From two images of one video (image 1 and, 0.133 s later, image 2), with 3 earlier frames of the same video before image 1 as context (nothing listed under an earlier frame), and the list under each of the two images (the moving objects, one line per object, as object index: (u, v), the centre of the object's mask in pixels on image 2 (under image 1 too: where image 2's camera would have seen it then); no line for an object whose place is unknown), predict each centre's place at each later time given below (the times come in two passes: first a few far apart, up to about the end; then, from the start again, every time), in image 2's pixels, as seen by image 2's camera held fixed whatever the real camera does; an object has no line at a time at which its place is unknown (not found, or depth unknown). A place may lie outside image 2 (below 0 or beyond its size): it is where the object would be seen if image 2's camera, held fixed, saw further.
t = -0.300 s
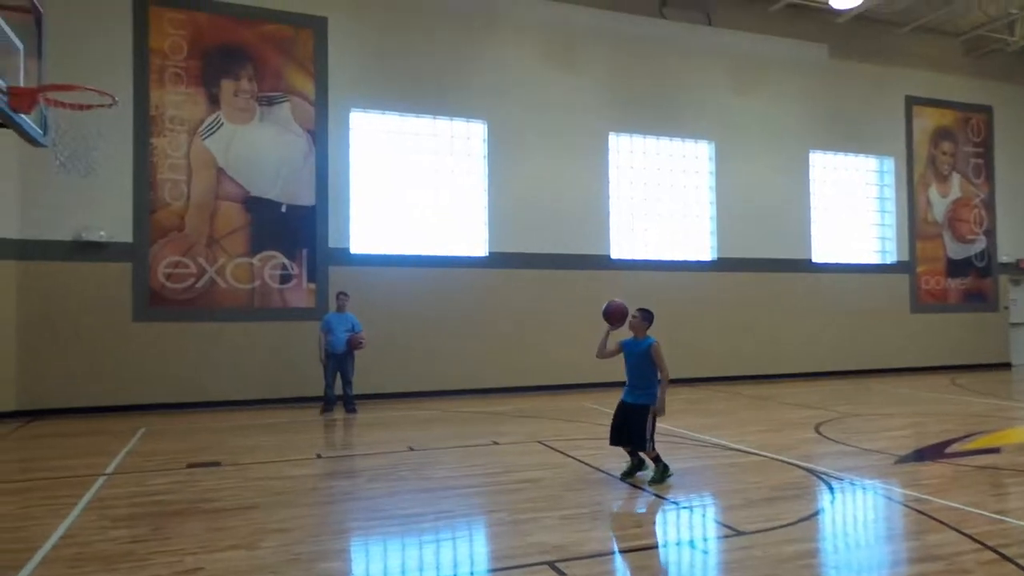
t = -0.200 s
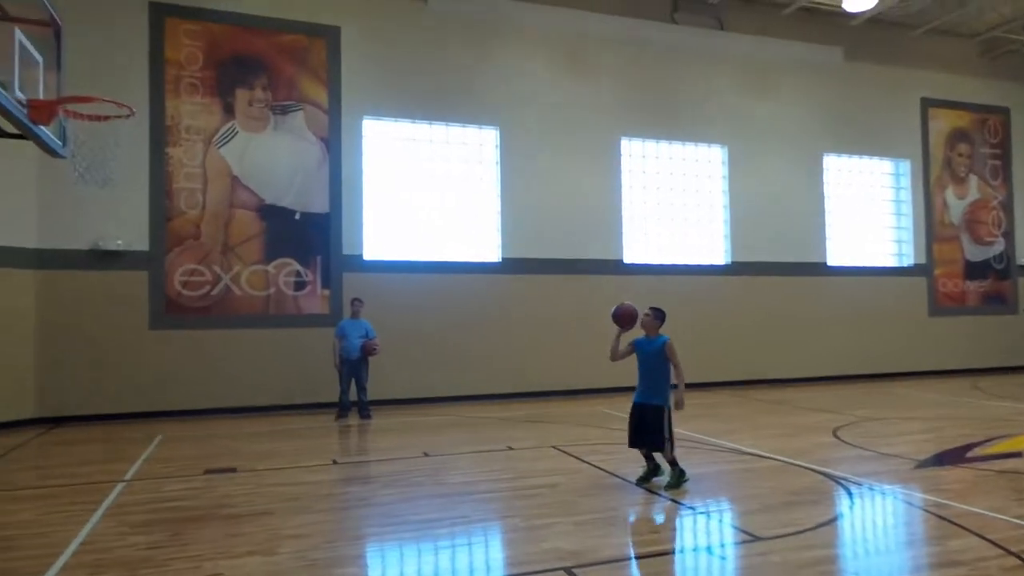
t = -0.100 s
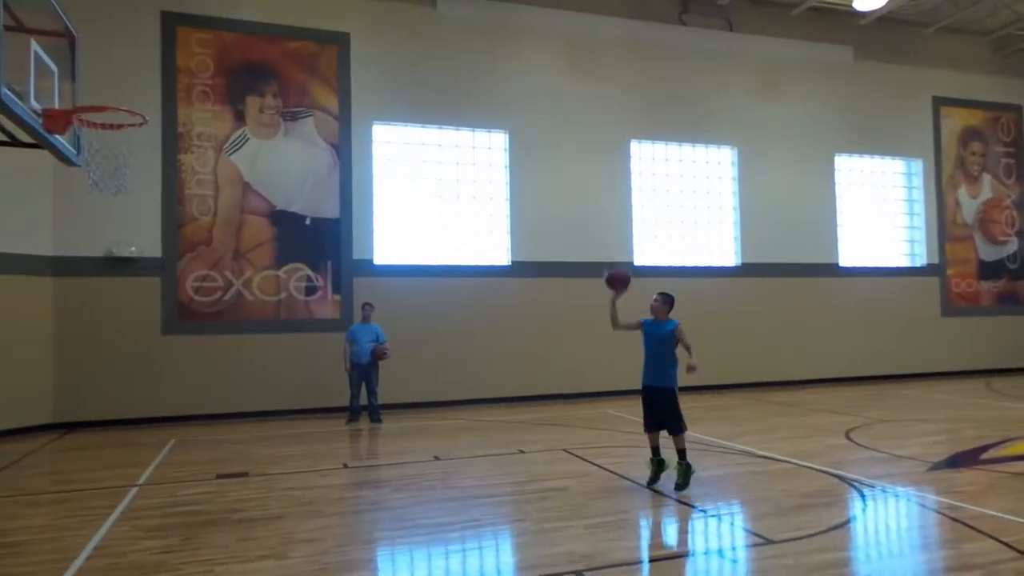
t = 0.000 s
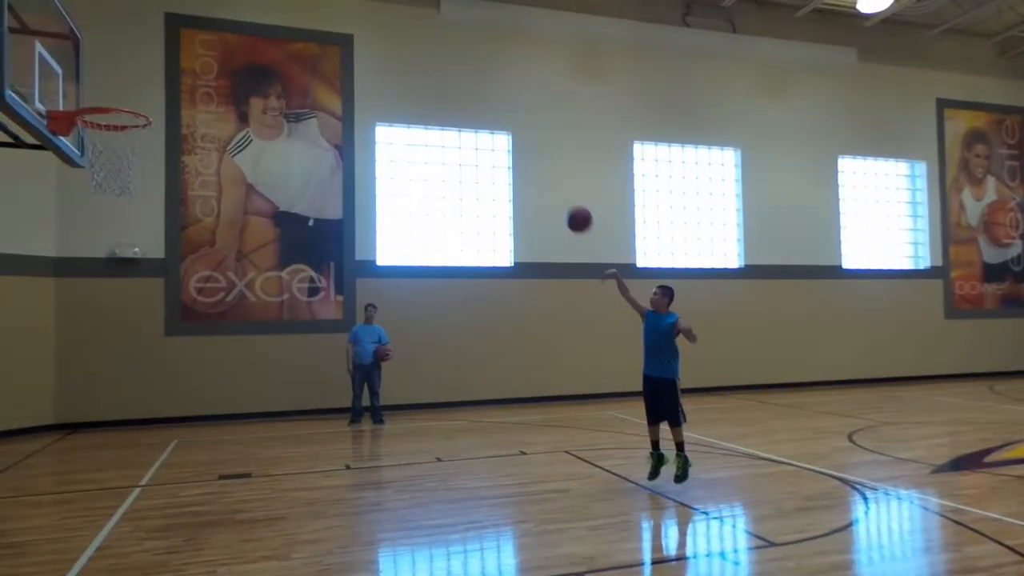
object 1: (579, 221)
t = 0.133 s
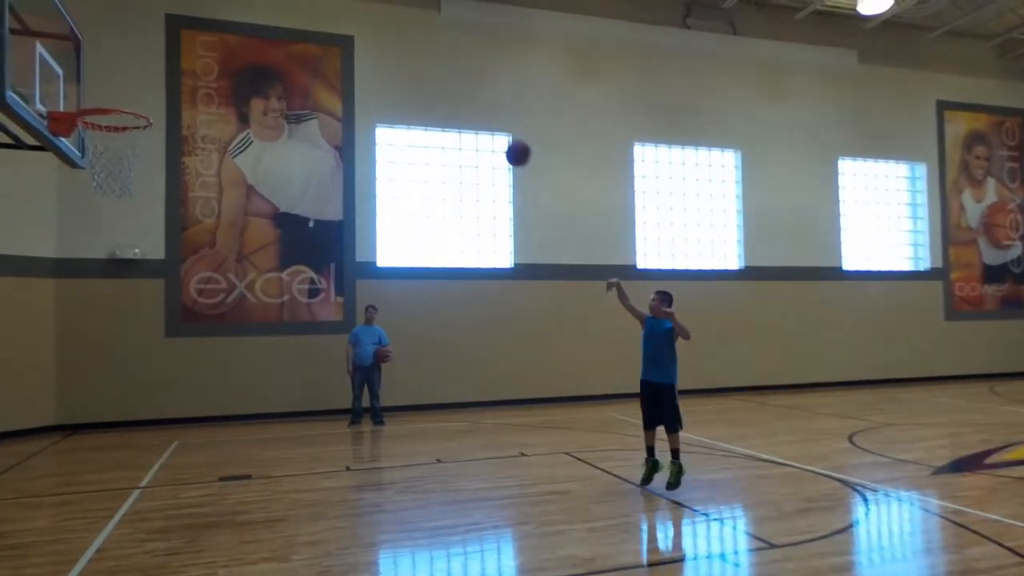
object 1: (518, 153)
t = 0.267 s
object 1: (453, 102)
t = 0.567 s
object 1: (299, 55)
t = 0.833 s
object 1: (148, 102)
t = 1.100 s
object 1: (93, 83)
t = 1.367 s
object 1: (152, 112)
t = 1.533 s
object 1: (184, 172)
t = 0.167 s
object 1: (501, 138)
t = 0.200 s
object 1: (485, 125)
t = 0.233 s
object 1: (470, 113)
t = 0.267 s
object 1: (453, 102)
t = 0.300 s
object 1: (436, 92)
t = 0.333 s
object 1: (419, 83)
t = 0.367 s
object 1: (402, 75)
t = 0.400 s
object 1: (385, 69)
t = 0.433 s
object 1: (369, 64)
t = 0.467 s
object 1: (352, 59)
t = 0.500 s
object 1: (334, 56)
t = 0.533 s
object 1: (316, 55)
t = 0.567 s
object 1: (299, 55)
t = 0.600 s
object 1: (281, 56)
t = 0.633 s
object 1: (263, 60)
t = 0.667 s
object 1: (243, 63)
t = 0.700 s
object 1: (225, 68)
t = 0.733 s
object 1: (207, 74)
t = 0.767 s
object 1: (187, 82)
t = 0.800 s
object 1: (167, 92)
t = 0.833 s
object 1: (148, 102)
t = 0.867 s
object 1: (129, 114)
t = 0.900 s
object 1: (122, 106)
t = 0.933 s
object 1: (114, 97)
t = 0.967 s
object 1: (106, 94)
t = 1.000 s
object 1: (99, 90)
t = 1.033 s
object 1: (92, 87)
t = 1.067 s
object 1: (86, 86)
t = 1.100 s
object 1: (93, 83)
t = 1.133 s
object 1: (100, 82)
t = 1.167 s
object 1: (108, 83)
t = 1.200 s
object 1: (115, 85)
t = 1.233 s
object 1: (122, 88)
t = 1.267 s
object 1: (130, 92)
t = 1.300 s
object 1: (138, 98)
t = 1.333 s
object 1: (144, 104)
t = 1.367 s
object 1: (152, 112)
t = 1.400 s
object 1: (159, 122)
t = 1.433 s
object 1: (164, 133)
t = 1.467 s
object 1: (172, 144)
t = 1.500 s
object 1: (178, 158)
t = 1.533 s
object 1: (184, 172)
